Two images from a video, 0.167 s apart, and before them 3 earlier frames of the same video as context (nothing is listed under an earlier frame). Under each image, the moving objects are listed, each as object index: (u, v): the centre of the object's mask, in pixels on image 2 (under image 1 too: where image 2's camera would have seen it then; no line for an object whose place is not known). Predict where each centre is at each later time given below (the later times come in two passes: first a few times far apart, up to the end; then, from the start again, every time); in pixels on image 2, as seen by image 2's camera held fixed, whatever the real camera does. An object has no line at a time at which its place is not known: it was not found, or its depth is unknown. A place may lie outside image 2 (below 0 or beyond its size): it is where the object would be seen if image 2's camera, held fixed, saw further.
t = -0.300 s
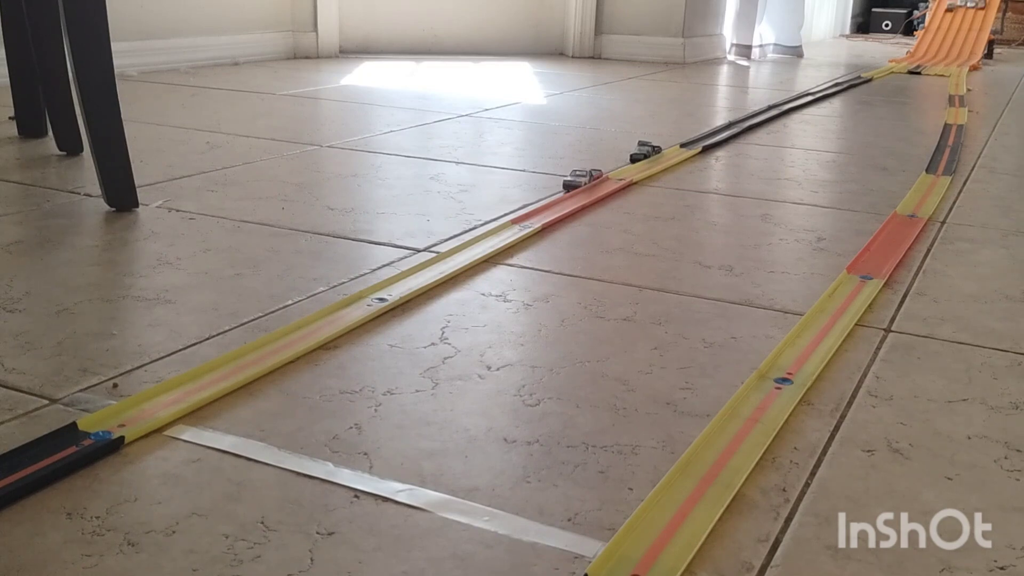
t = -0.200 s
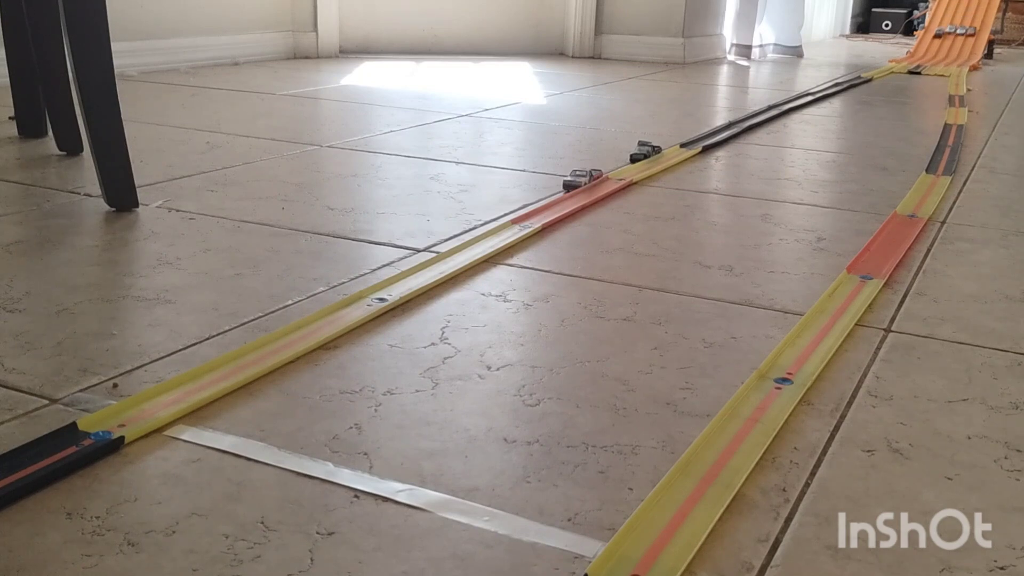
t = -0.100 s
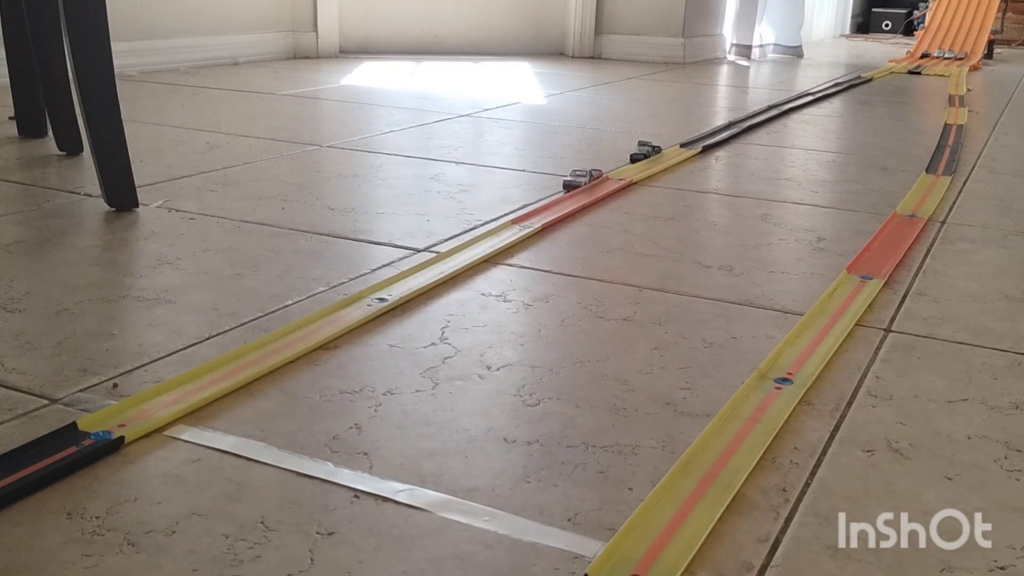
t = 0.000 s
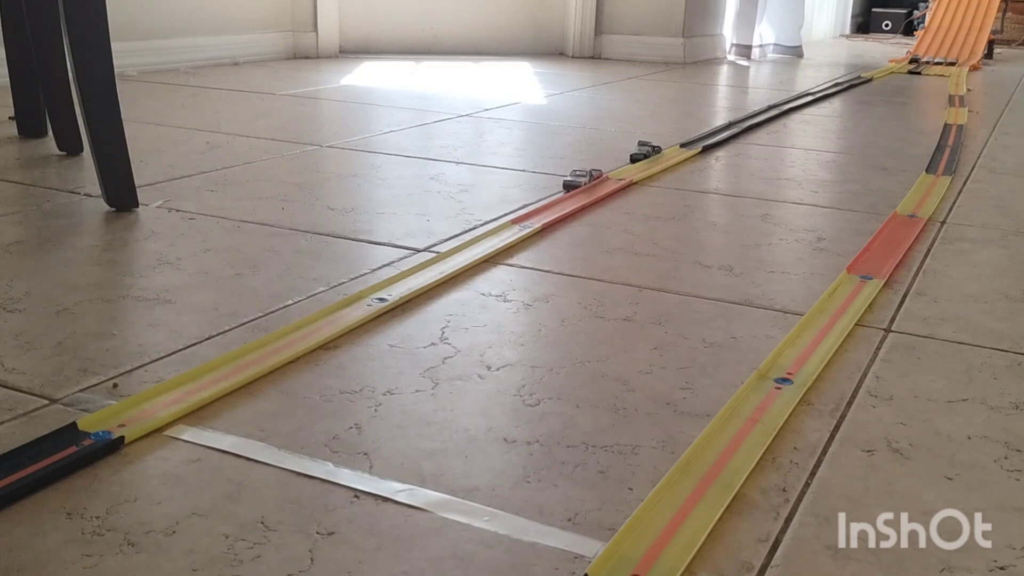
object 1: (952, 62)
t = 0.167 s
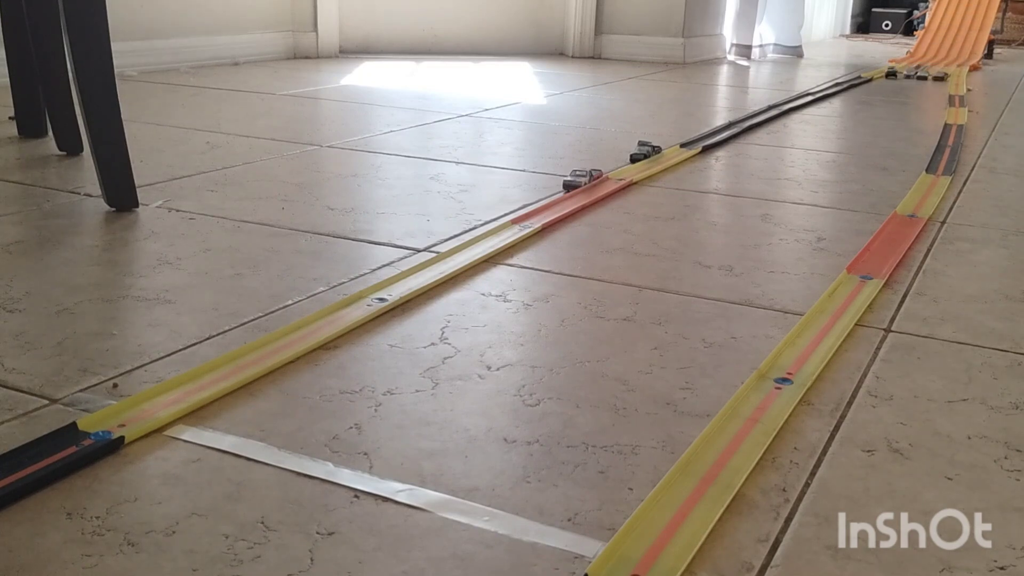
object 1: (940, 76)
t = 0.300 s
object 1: (915, 87)
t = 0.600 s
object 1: (895, 128)
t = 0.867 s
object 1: (892, 181)
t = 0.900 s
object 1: (886, 187)
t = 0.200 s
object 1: (936, 79)
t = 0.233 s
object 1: (925, 81)
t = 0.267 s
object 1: (917, 84)
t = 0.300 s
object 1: (915, 87)
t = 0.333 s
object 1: (909, 90)
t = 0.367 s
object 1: (902, 94)
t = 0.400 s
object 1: (900, 98)
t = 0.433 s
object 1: (902, 102)
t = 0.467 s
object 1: (895, 106)
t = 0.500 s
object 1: (893, 111)
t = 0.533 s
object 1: (893, 116)
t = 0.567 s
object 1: (892, 122)
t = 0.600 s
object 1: (895, 128)
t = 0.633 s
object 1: (901, 134)
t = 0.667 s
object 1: (905, 141)
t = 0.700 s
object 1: (909, 149)
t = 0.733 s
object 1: (907, 155)
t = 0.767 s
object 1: (904, 163)
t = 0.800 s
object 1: (900, 169)
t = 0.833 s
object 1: (894, 175)
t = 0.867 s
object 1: (892, 181)
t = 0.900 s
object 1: (886, 187)
